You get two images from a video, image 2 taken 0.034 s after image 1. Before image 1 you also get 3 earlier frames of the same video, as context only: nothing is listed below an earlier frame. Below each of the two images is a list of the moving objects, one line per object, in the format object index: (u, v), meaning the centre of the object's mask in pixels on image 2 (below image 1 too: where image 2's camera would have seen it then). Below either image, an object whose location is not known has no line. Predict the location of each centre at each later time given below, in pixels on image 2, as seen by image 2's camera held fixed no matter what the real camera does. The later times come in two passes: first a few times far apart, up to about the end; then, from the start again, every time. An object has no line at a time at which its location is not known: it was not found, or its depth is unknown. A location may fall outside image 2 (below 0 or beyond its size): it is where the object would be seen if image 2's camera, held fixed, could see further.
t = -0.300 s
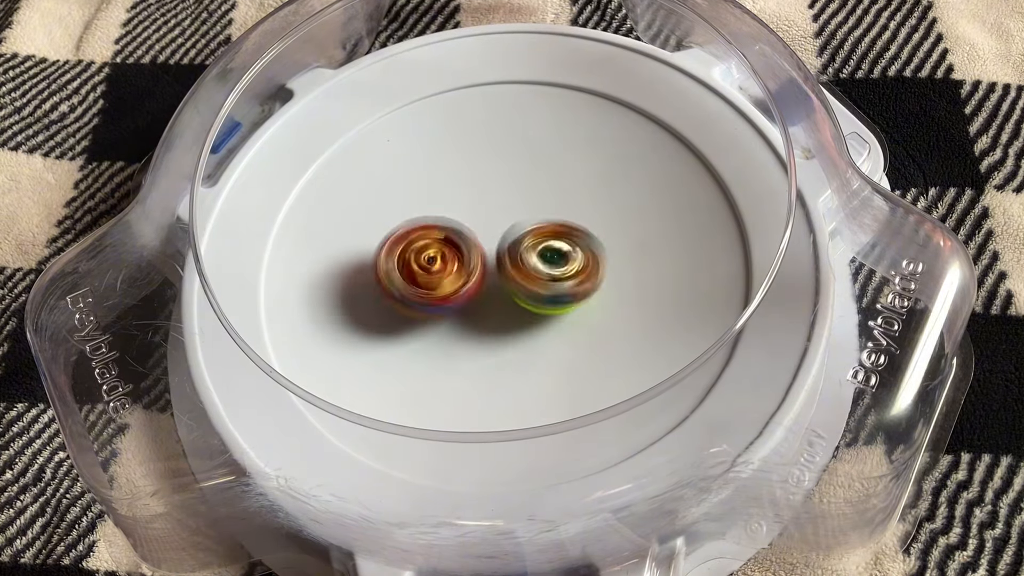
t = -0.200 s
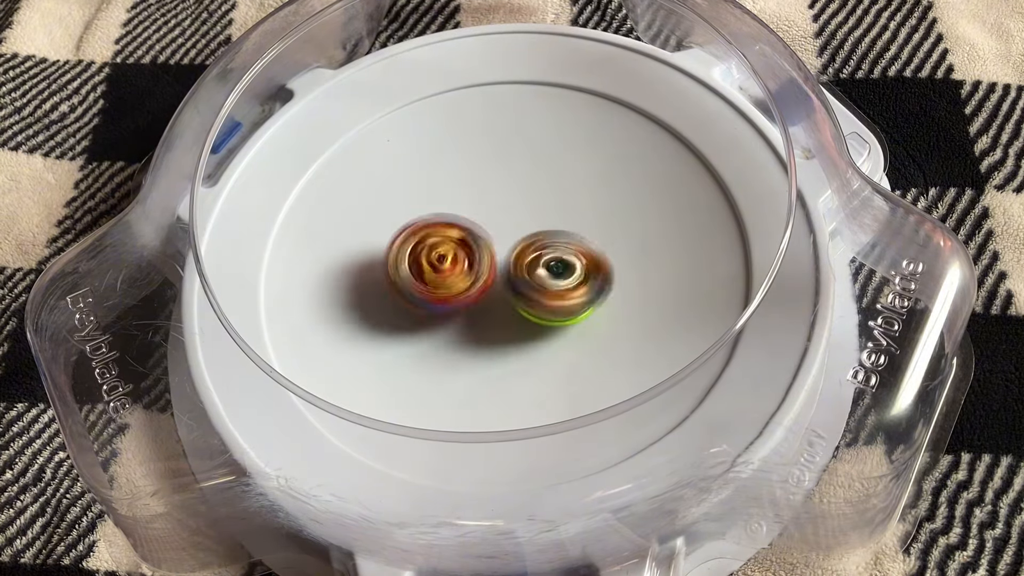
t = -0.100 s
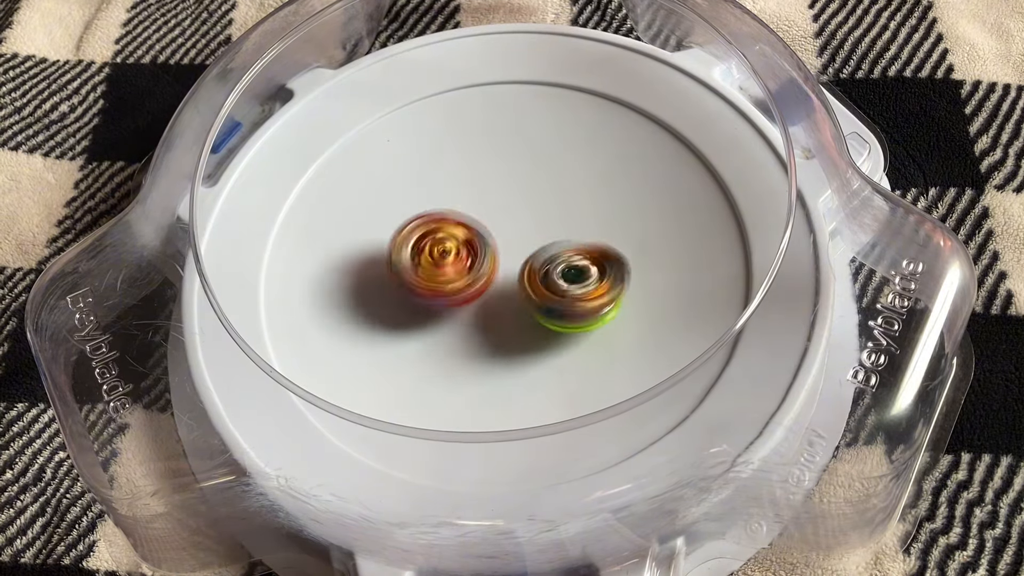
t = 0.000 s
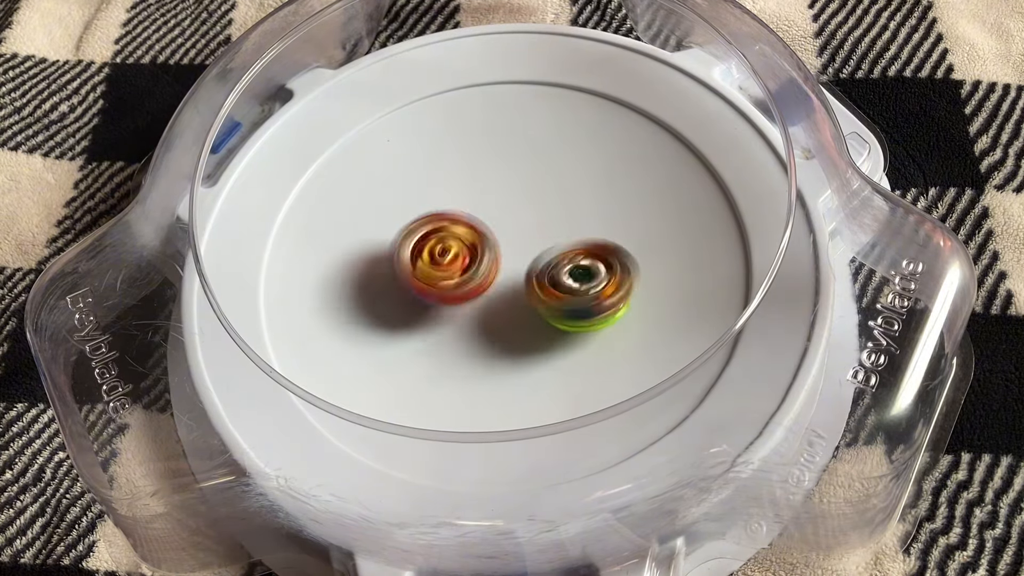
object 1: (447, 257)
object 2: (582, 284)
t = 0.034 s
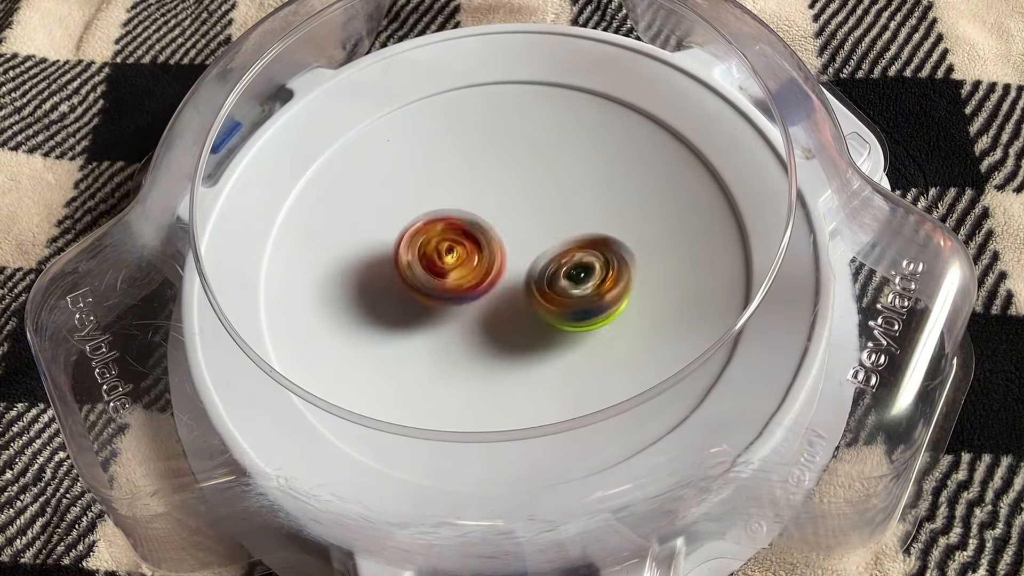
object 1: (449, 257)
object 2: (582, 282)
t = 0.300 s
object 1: (452, 237)
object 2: (589, 277)
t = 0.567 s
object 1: (447, 229)
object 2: (561, 279)
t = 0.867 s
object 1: (454, 247)
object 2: (557, 297)
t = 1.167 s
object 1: (481, 240)
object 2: (566, 317)
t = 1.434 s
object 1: (486, 233)
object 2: (560, 306)
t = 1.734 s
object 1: (471, 244)
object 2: (557, 313)
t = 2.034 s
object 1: (460, 246)
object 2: (554, 308)
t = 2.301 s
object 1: (469, 230)
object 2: (535, 309)
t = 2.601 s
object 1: (488, 242)
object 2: (536, 320)
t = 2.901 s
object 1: (493, 246)
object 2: (541, 325)
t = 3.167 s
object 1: (470, 256)
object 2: (558, 317)
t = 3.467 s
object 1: (474, 240)
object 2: (550, 305)
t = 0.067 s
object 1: (454, 258)
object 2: (582, 282)
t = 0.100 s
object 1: (461, 258)
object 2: (579, 281)
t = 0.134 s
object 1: (466, 257)
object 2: (577, 279)
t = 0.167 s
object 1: (467, 253)
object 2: (583, 279)
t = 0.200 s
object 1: (464, 247)
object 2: (590, 279)
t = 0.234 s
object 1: (459, 244)
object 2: (593, 278)
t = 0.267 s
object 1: (455, 242)
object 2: (593, 277)
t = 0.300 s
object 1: (452, 237)
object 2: (589, 277)
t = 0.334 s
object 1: (449, 236)
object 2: (583, 279)
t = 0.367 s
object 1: (449, 234)
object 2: (580, 277)
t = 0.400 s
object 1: (449, 234)
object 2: (572, 276)
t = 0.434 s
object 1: (450, 233)
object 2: (565, 277)
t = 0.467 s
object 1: (455, 230)
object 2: (559, 275)
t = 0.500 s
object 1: (454, 233)
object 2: (553, 274)
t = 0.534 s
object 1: (449, 232)
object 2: (559, 277)
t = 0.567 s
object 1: (447, 229)
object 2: (561, 279)
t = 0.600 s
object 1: (445, 232)
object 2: (558, 281)
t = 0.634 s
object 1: (443, 234)
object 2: (555, 283)
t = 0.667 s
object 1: (444, 236)
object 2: (553, 285)
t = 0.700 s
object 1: (445, 240)
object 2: (553, 287)
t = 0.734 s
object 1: (448, 241)
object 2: (552, 287)
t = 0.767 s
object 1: (452, 243)
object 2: (551, 289)
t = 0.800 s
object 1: (453, 244)
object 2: (559, 293)
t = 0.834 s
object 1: (454, 243)
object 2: (560, 295)
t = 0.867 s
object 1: (454, 247)
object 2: (557, 297)
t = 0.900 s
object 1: (457, 245)
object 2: (557, 299)
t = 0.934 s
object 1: (462, 248)
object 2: (558, 302)
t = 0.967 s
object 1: (462, 246)
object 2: (562, 305)
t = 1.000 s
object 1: (464, 244)
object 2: (566, 307)
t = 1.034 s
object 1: (470, 246)
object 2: (567, 307)
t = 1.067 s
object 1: (470, 245)
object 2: (565, 309)
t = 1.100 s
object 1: (476, 245)
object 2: (563, 310)
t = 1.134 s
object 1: (479, 243)
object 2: (561, 311)
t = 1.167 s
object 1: (481, 240)
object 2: (566, 317)
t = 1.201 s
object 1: (482, 237)
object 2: (569, 319)
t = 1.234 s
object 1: (482, 237)
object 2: (569, 316)
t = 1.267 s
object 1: (481, 233)
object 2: (568, 314)
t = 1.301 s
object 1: (486, 233)
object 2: (565, 312)
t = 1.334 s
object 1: (489, 233)
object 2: (559, 311)
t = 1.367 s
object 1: (486, 237)
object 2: (557, 311)
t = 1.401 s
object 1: (485, 234)
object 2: (559, 308)
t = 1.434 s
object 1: (486, 233)
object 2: (560, 306)
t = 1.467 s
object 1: (488, 231)
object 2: (561, 306)
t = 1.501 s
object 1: (485, 234)
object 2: (563, 310)
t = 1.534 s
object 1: (481, 231)
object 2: (565, 311)
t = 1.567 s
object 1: (479, 234)
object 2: (564, 310)
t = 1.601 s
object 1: (475, 234)
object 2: (562, 310)
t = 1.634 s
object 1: (474, 238)
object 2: (559, 311)
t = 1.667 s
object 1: (474, 240)
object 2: (553, 314)
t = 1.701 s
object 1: (475, 243)
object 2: (553, 312)
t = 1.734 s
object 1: (471, 244)
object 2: (557, 313)
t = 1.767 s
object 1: (471, 246)
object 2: (559, 312)
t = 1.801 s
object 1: (469, 249)
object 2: (559, 309)
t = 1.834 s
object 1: (466, 248)
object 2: (560, 308)
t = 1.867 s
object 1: (463, 247)
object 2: (562, 309)
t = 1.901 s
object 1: (462, 246)
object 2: (562, 309)
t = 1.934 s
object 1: (464, 247)
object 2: (563, 308)
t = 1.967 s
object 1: (462, 247)
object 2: (562, 308)
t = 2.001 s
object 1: (462, 248)
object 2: (559, 308)
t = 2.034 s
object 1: (460, 246)
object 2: (554, 308)
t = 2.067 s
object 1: (465, 245)
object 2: (551, 308)
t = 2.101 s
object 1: (466, 242)
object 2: (553, 307)
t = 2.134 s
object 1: (466, 238)
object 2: (555, 307)
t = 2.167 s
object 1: (465, 238)
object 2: (553, 306)
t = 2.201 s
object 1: (464, 235)
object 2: (548, 305)
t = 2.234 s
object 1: (465, 234)
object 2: (542, 306)
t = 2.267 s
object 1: (466, 231)
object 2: (536, 306)
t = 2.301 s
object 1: (469, 230)
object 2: (535, 309)
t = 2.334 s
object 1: (472, 230)
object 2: (537, 309)
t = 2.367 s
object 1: (473, 229)
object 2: (537, 309)
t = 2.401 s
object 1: (473, 228)
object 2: (534, 307)
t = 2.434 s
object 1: (474, 222)
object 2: (536, 311)
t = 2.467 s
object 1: (479, 220)
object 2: (538, 315)
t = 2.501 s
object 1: (483, 223)
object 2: (537, 316)
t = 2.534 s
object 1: (487, 226)
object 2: (537, 317)
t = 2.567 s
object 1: (488, 235)
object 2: (535, 317)
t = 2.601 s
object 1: (488, 242)
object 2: (536, 320)
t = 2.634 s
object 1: (487, 246)
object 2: (535, 326)
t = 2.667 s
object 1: (488, 246)
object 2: (537, 328)
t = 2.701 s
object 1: (490, 248)
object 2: (538, 329)
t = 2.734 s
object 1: (492, 243)
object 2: (541, 331)
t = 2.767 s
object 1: (489, 246)
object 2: (543, 330)
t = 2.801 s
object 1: (488, 245)
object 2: (545, 329)
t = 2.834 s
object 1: (490, 245)
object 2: (544, 327)
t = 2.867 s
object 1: (492, 245)
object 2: (542, 326)
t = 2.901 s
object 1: (493, 246)
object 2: (541, 325)
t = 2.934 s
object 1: (493, 242)
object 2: (542, 326)
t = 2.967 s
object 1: (493, 245)
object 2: (546, 327)
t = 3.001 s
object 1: (490, 248)
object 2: (550, 328)
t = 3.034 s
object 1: (485, 253)
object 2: (554, 327)
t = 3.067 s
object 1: (480, 257)
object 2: (556, 324)
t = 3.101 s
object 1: (477, 259)
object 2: (554, 320)
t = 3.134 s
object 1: (472, 259)
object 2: (555, 317)
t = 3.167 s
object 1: (470, 256)
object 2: (558, 317)
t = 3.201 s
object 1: (468, 253)
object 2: (556, 316)
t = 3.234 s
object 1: (468, 250)
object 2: (555, 316)
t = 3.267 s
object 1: (468, 248)
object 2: (553, 316)
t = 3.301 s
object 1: (469, 245)
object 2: (550, 315)
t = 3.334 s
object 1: (471, 243)
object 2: (549, 313)
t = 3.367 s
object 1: (472, 241)
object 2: (548, 312)
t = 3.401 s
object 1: (474, 239)
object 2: (548, 310)
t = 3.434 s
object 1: (475, 239)
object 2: (549, 307)
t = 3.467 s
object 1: (474, 240)
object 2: (550, 305)
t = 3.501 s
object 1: (473, 241)
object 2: (552, 303)
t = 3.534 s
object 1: (473, 243)
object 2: (554, 302)
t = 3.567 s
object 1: (472, 243)
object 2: (554, 302)
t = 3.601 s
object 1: (473, 243)
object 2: (554, 302)
